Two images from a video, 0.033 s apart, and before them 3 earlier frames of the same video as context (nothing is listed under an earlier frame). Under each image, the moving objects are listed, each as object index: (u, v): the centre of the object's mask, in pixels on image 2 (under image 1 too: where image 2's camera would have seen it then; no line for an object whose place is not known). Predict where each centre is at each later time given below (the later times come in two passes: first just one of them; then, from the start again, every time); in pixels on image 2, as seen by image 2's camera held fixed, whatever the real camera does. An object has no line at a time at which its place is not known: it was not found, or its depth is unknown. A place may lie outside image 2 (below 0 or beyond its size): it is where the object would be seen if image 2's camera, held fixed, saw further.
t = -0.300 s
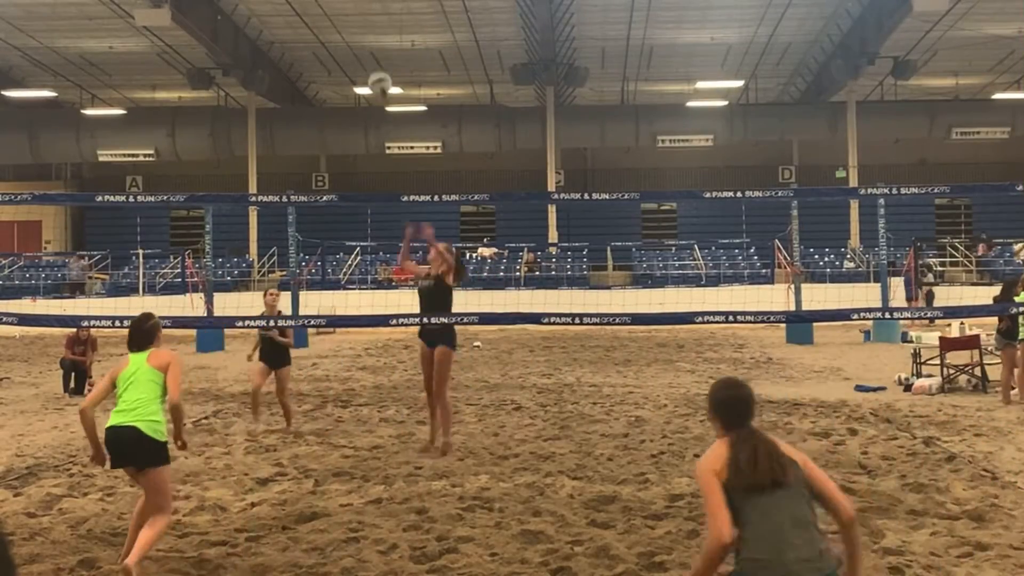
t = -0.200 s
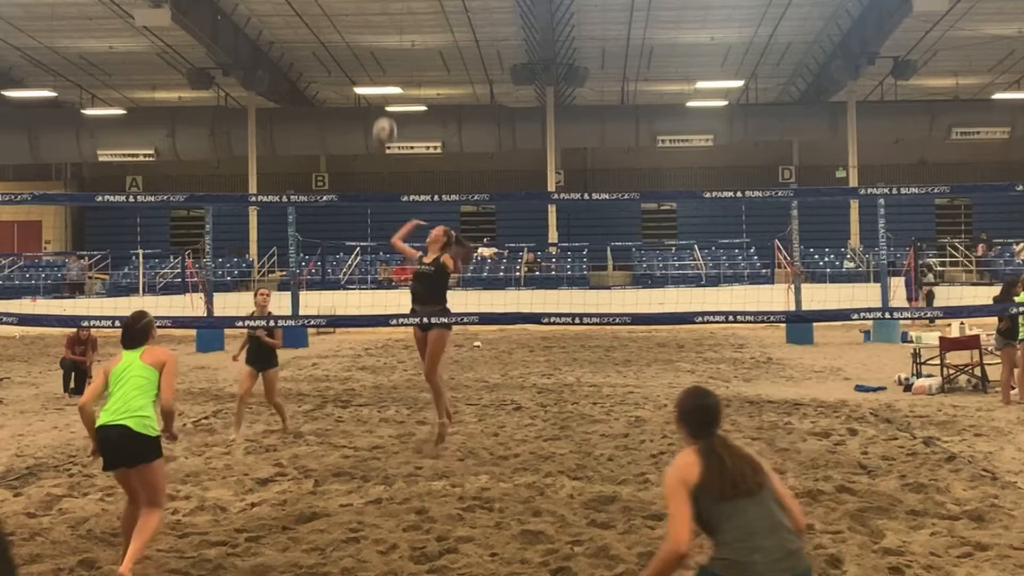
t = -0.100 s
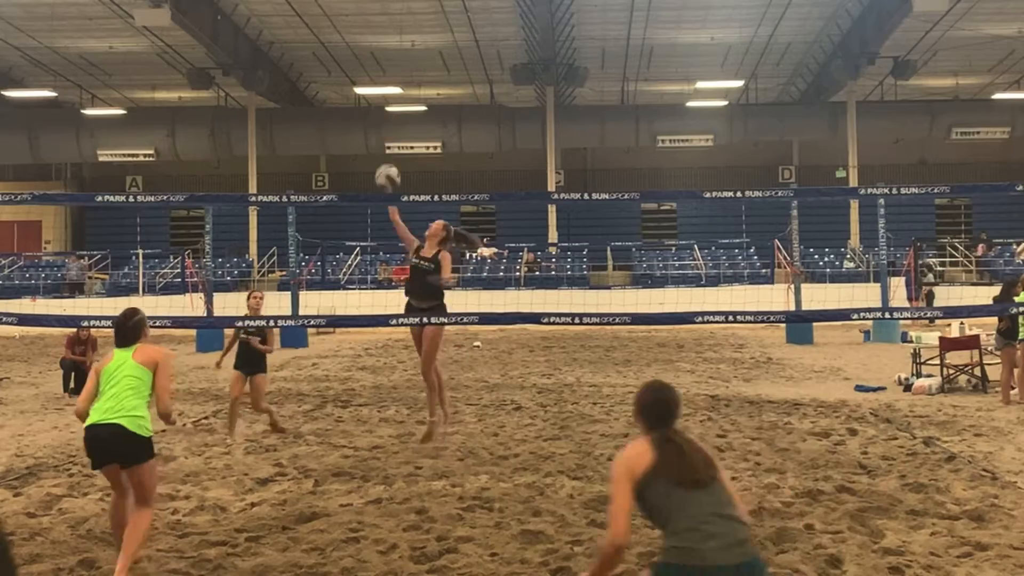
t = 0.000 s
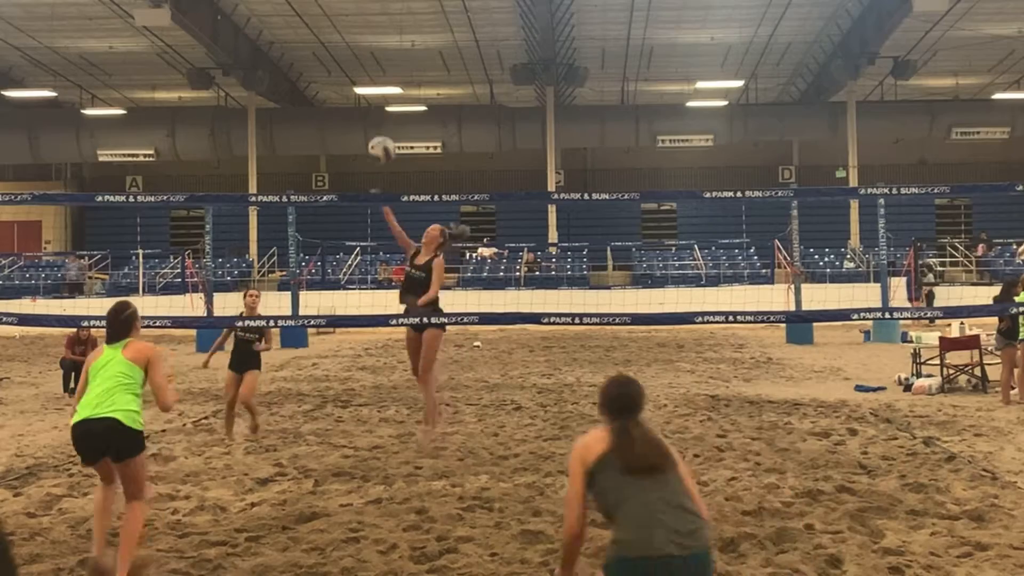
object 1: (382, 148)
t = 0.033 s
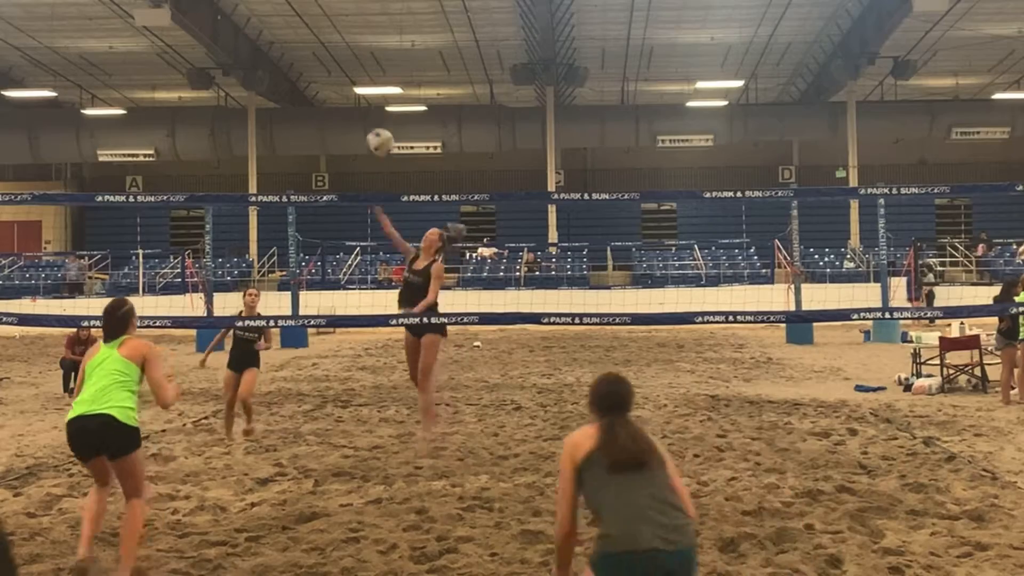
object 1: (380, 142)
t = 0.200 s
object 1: (371, 123)
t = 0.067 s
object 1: (377, 137)
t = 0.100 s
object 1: (376, 131)
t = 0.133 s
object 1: (375, 127)
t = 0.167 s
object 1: (373, 125)
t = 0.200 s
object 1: (371, 123)
